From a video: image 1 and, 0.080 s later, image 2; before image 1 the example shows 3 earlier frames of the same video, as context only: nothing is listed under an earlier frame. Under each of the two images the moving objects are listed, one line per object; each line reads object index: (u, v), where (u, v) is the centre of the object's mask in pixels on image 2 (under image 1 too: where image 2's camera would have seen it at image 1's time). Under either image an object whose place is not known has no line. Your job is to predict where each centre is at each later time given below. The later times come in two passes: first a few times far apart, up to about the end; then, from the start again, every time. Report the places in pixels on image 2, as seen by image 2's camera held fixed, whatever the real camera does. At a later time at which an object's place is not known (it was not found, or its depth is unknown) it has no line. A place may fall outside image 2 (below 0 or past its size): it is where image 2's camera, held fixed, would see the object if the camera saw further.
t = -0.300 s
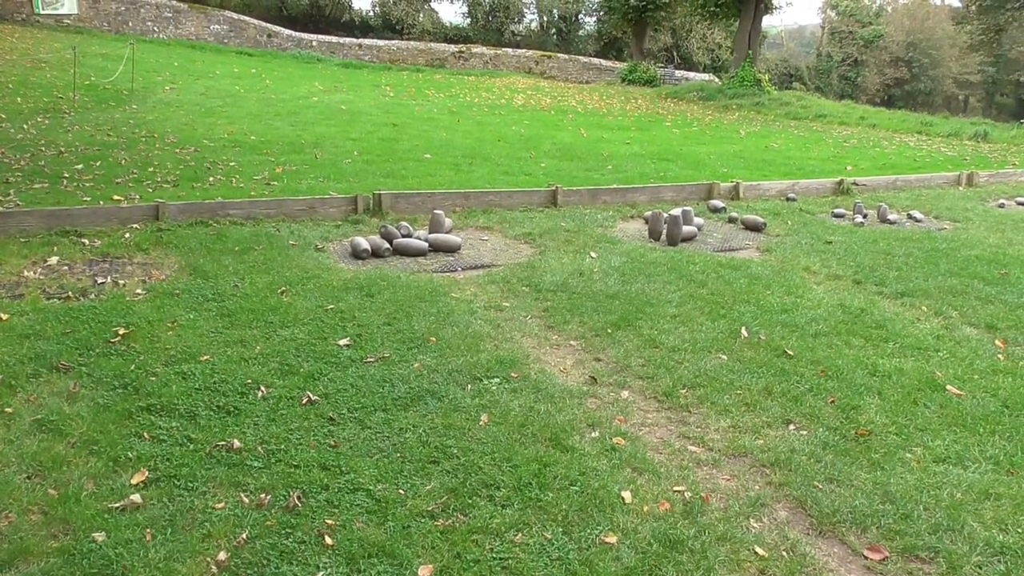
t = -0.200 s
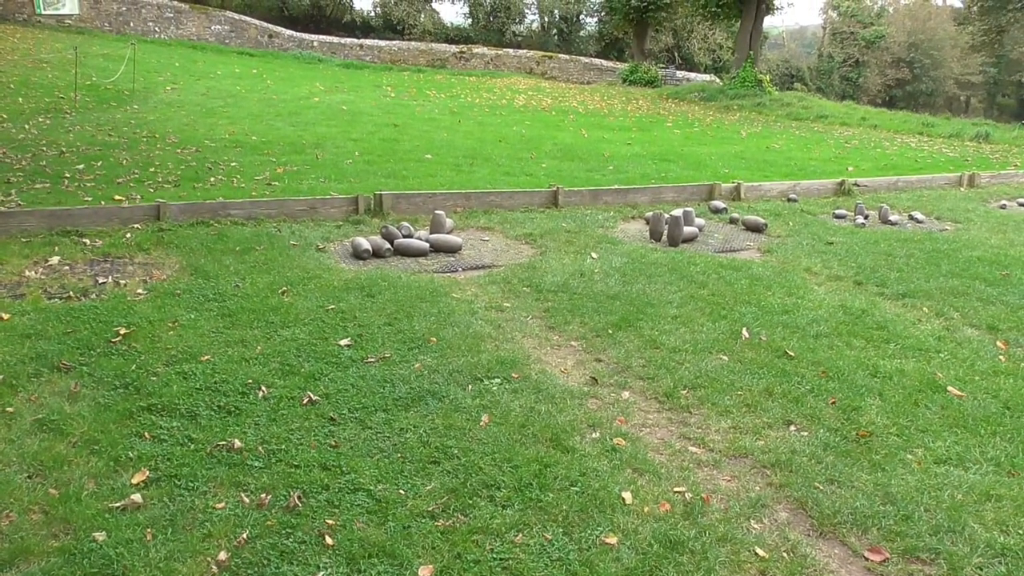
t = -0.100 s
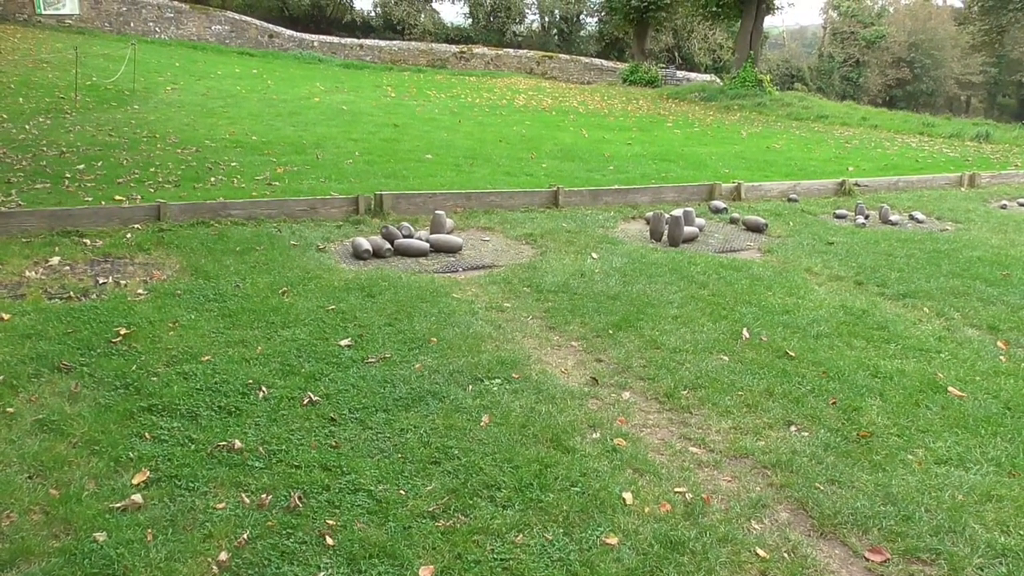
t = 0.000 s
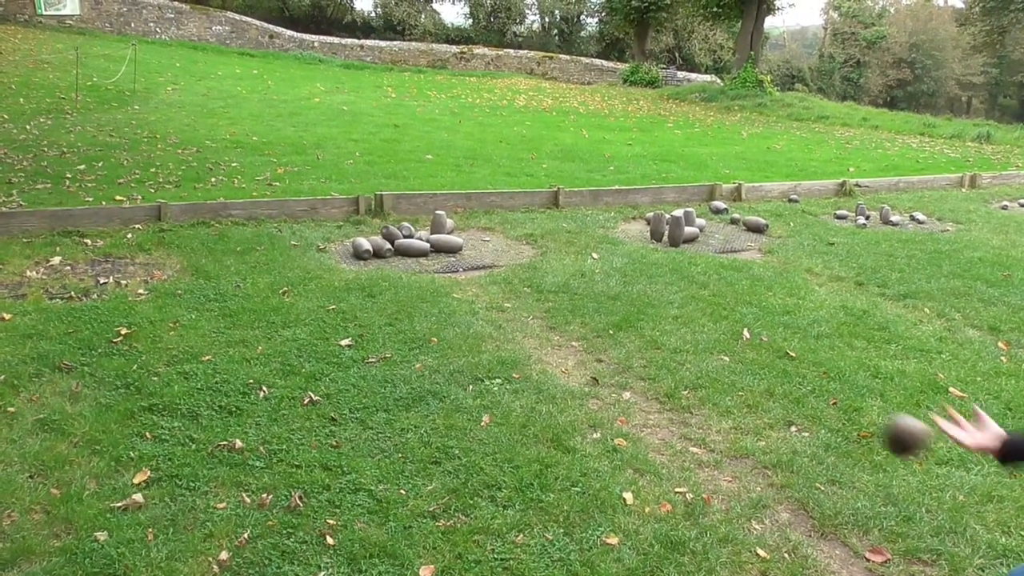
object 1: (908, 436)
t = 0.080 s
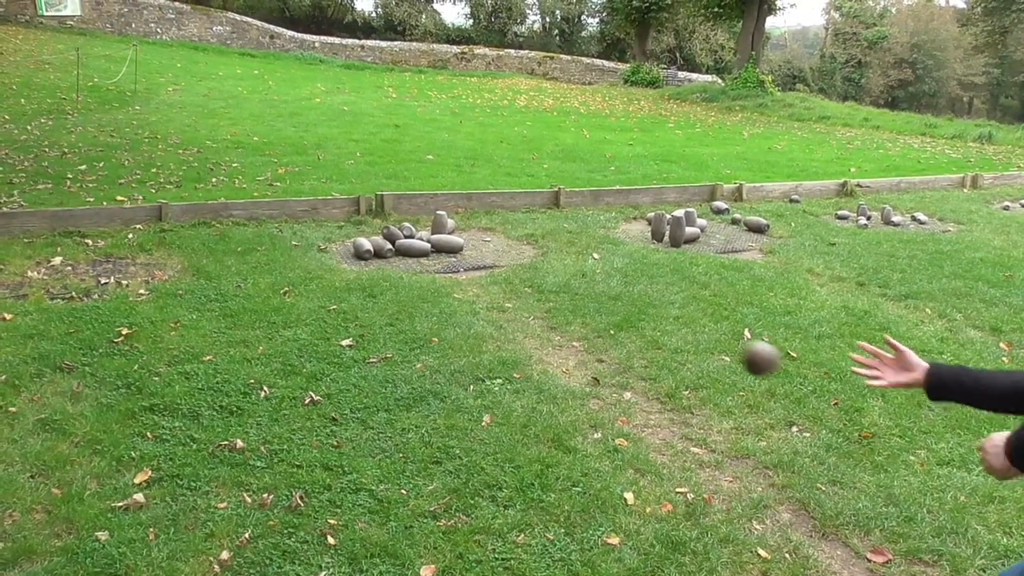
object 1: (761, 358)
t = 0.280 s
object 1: (553, 300)
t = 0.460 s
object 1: (472, 257)
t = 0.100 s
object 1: (732, 345)
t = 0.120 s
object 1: (705, 334)
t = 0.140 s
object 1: (680, 325)
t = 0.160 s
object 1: (658, 318)
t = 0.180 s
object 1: (637, 312)
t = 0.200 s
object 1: (617, 308)
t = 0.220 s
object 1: (599, 304)
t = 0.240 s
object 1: (583, 301)
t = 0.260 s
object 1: (568, 300)
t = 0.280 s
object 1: (553, 300)
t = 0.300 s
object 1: (539, 300)
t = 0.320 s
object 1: (527, 300)
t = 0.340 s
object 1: (514, 302)
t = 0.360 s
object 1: (506, 294)
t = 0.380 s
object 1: (498, 285)
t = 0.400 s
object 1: (491, 276)
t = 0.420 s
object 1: (485, 269)
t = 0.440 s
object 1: (478, 262)
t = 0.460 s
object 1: (472, 257)
